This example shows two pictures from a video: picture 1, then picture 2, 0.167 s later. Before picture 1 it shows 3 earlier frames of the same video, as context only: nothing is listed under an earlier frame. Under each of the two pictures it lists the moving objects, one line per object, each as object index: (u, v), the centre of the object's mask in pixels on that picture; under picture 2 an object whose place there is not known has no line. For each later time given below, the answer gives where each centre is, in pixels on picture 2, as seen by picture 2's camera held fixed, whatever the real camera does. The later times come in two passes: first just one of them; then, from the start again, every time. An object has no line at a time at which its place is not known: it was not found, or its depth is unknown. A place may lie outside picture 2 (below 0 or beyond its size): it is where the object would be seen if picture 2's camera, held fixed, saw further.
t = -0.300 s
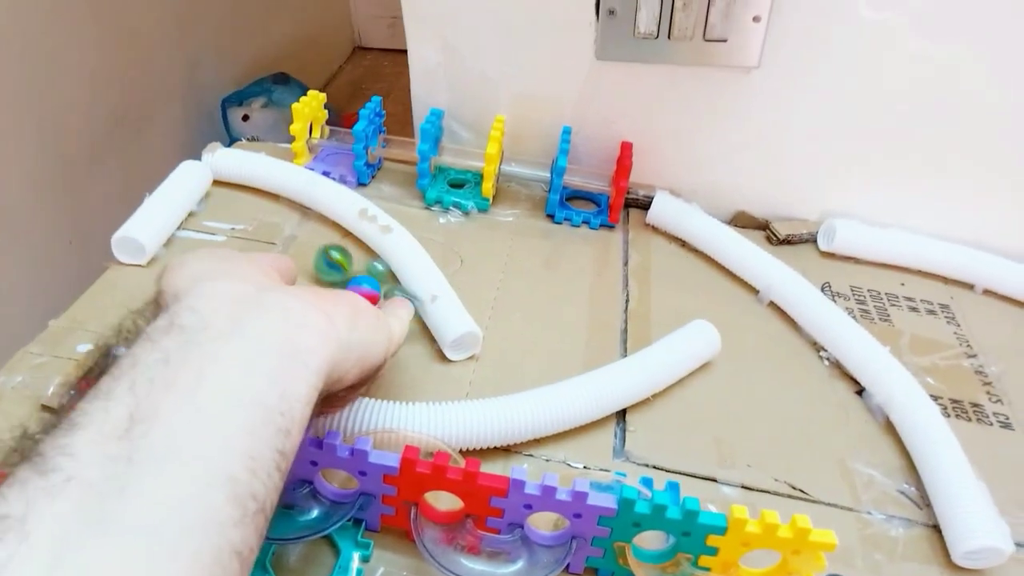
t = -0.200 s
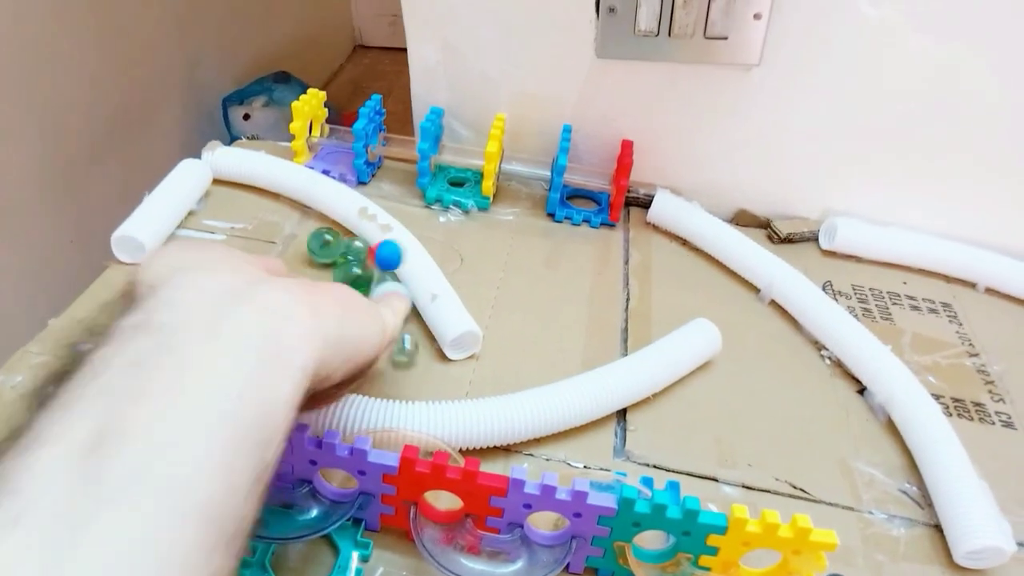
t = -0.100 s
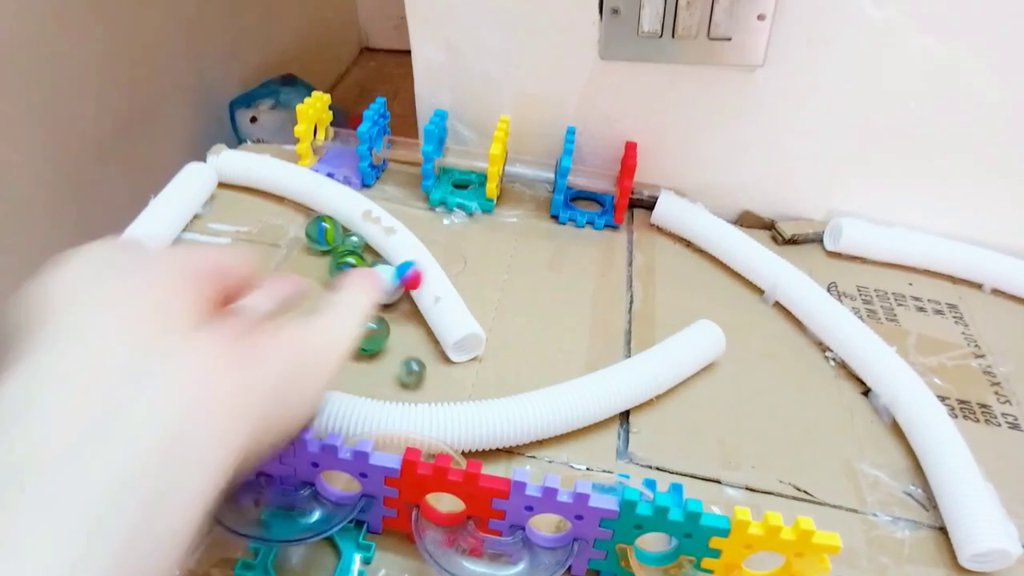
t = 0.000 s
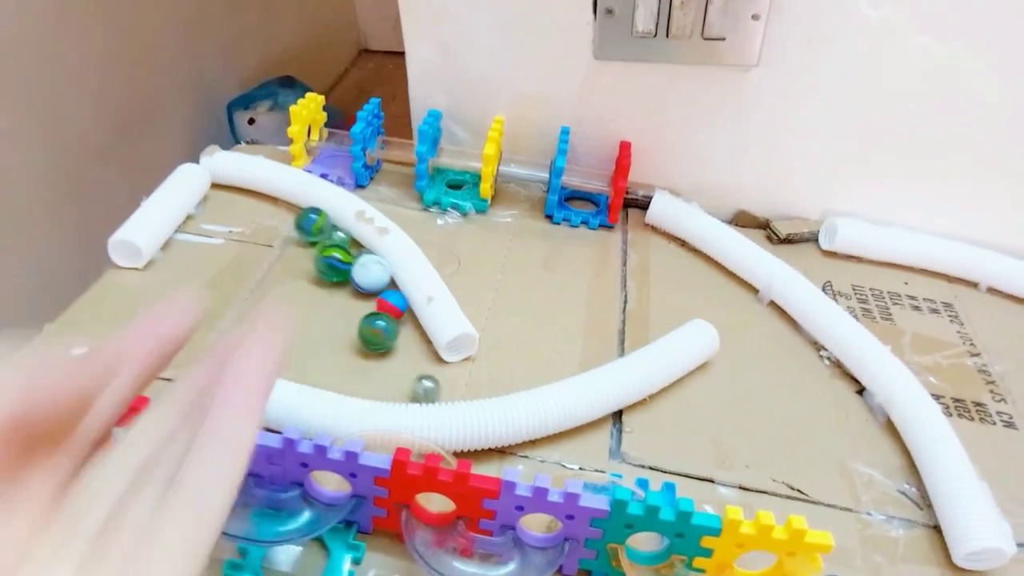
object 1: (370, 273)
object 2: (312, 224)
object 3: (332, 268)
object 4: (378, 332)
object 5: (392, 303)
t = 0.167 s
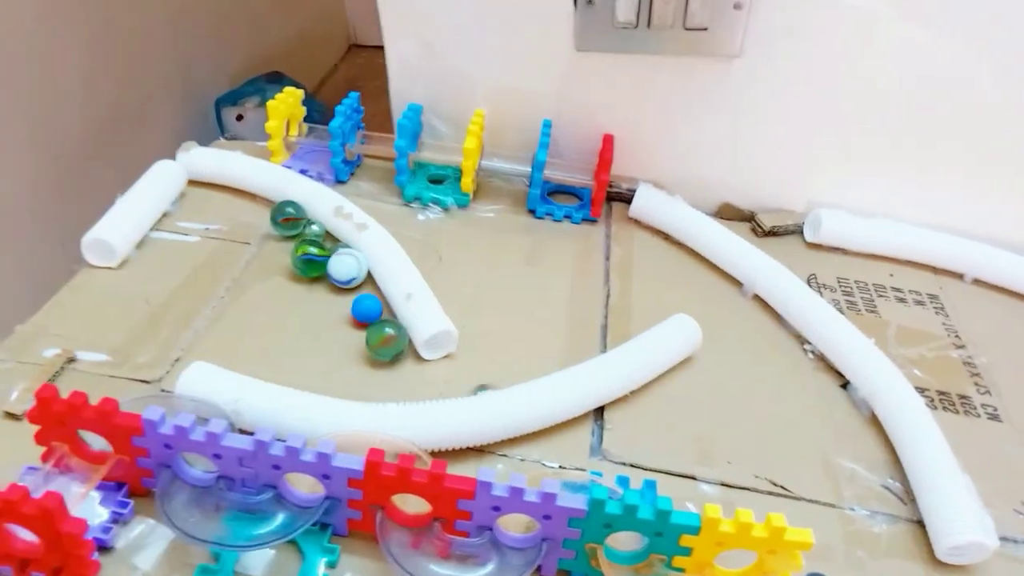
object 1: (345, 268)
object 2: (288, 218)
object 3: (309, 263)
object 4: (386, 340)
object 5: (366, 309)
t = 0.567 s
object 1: (370, 310)
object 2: (305, 229)
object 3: (349, 283)
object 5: (392, 341)
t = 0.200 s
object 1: (345, 269)
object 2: (289, 218)
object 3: (309, 263)
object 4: (390, 343)
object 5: (370, 310)
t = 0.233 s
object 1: (346, 270)
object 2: (290, 219)
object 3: (310, 264)
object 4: (392, 347)
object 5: (376, 312)
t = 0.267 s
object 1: (347, 271)
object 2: (291, 220)
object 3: (312, 266)
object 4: (394, 351)
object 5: (378, 316)
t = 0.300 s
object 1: (351, 273)
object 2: (293, 220)
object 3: (313, 267)
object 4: (397, 355)
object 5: (380, 319)
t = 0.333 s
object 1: (353, 276)
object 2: (295, 221)
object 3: (316, 266)
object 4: (400, 359)
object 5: (382, 321)
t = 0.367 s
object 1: (354, 279)
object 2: (296, 222)
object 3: (317, 269)
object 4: (405, 363)
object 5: (383, 323)
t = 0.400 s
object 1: (357, 283)
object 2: (298, 223)
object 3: (321, 271)
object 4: (413, 367)
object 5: (385, 326)
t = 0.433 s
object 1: (359, 288)
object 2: (299, 224)
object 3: (324, 273)
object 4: (423, 373)
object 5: (386, 329)
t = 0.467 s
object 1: (361, 292)
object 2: (300, 225)
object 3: (329, 276)
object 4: (436, 377)
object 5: (387, 332)
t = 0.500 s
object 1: (364, 298)
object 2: (301, 226)
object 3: (333, 279)
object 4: (449, 379)
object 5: (388, 335)
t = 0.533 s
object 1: (367, 304)
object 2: (302, 228)
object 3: (339, 283)
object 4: (464, 381)
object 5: (389, 338)
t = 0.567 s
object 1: (370, 310)
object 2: (305, 229)
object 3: (349, 283)
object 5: (392, 341)
